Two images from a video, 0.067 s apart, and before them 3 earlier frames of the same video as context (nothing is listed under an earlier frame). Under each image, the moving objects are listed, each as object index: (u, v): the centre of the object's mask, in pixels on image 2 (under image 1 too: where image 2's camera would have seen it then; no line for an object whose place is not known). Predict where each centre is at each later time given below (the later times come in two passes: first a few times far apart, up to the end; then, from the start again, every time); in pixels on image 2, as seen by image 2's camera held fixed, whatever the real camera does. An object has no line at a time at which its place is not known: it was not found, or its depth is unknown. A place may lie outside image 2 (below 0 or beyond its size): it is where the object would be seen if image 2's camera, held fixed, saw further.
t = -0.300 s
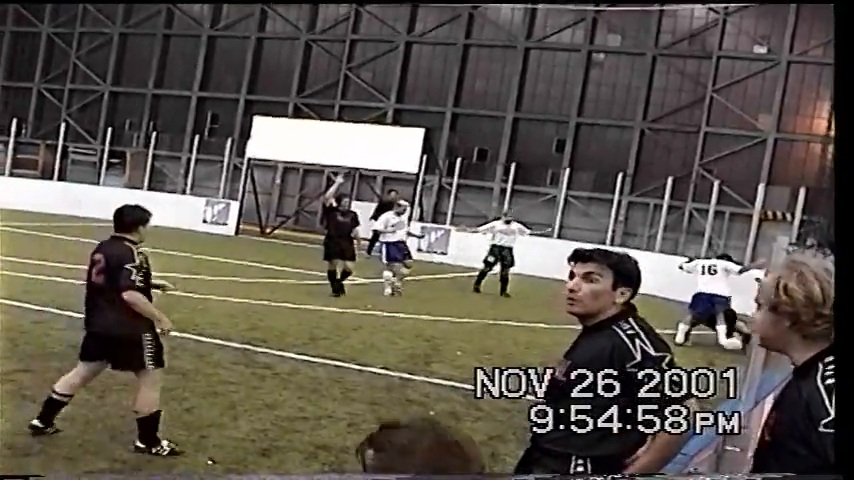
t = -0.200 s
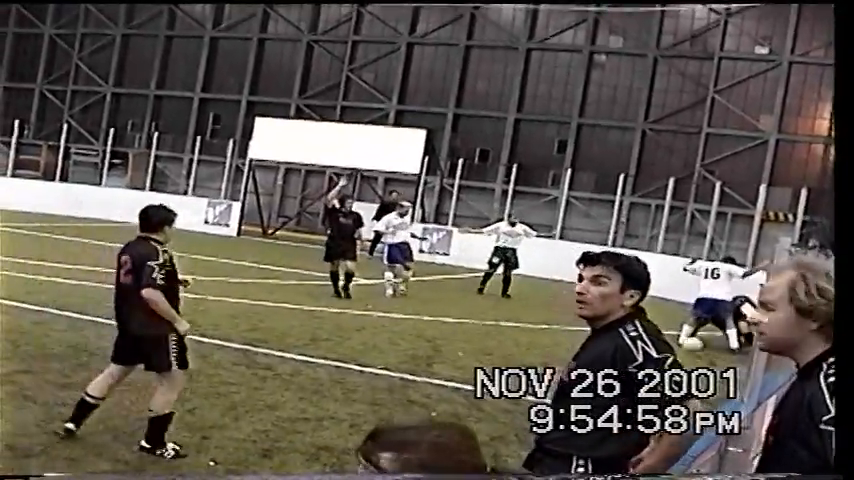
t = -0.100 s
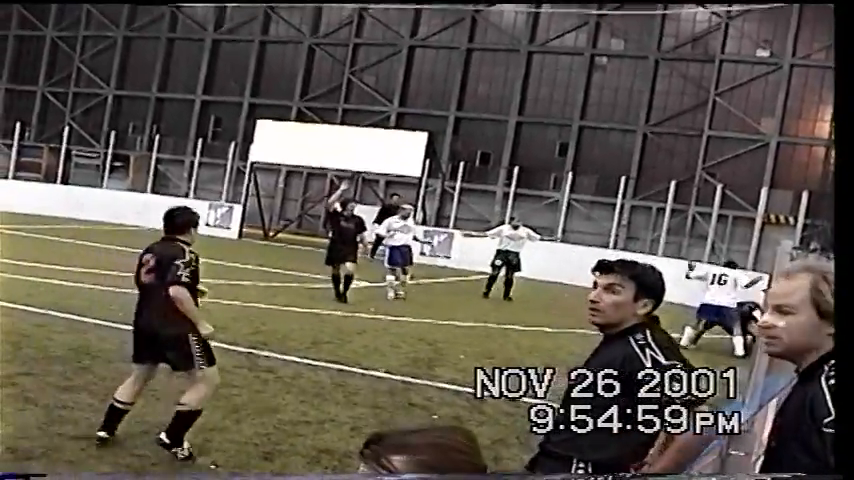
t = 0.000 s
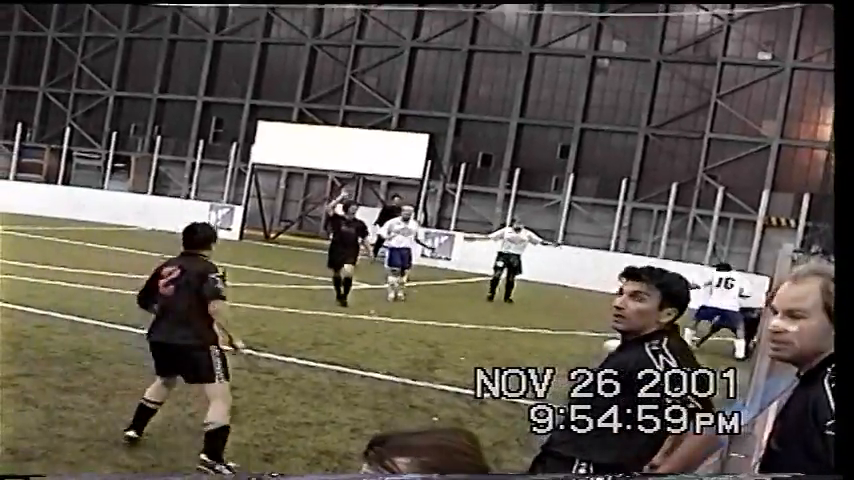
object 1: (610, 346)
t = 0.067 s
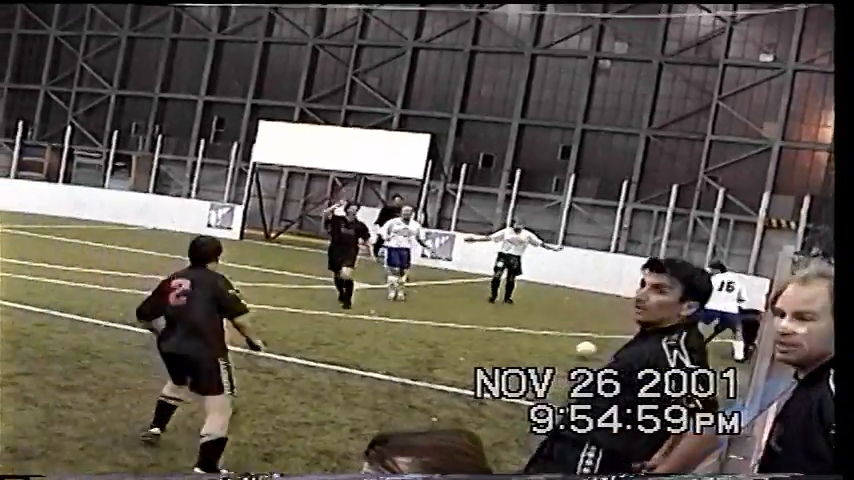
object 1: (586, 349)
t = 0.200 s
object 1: (531, 348)
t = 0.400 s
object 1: (449, 347)
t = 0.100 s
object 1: (571, 351)
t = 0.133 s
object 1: (558, 350)
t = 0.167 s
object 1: (545, 348)
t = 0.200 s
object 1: (531, 348)
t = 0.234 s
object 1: (517, 349)
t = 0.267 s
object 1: (503, 348)
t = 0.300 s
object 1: (489, 348)
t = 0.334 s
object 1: (475, 346)
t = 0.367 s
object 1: (462, 347)
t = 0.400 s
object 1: (449, 347)
